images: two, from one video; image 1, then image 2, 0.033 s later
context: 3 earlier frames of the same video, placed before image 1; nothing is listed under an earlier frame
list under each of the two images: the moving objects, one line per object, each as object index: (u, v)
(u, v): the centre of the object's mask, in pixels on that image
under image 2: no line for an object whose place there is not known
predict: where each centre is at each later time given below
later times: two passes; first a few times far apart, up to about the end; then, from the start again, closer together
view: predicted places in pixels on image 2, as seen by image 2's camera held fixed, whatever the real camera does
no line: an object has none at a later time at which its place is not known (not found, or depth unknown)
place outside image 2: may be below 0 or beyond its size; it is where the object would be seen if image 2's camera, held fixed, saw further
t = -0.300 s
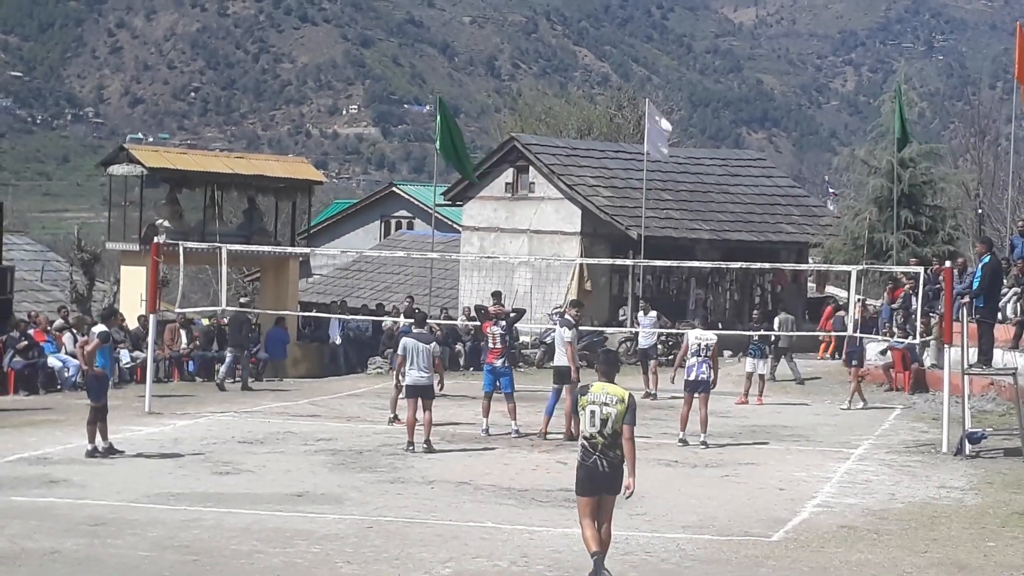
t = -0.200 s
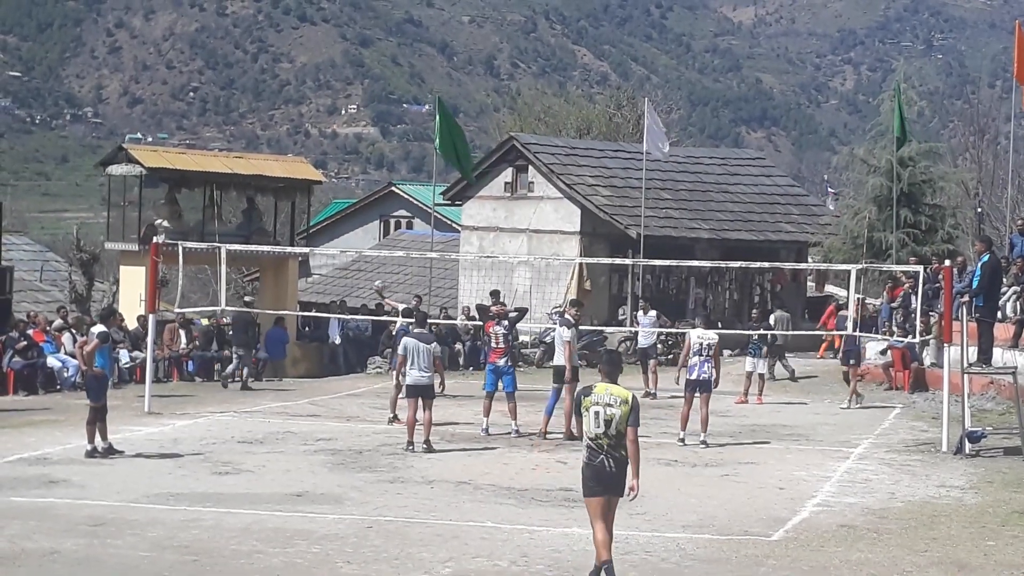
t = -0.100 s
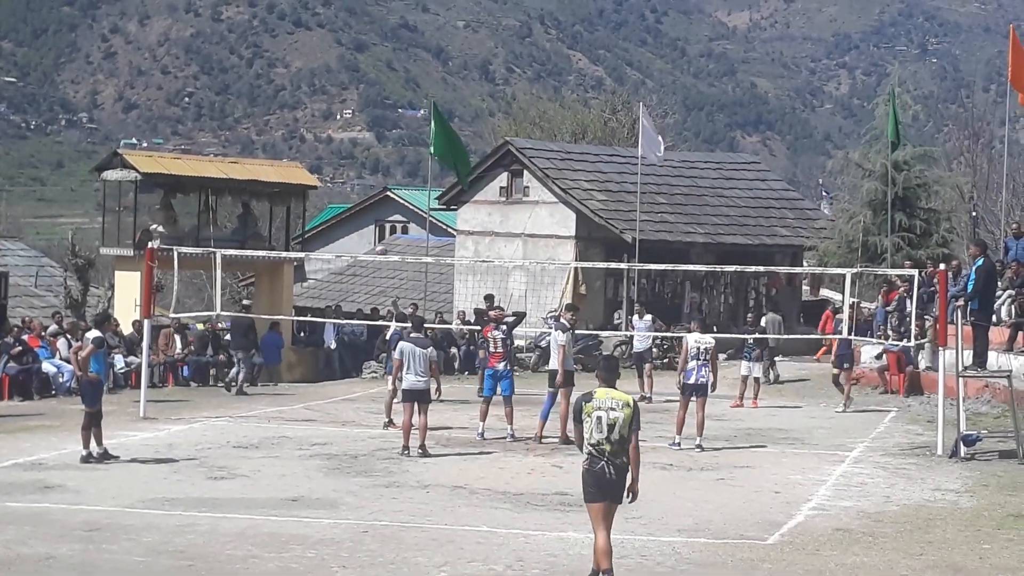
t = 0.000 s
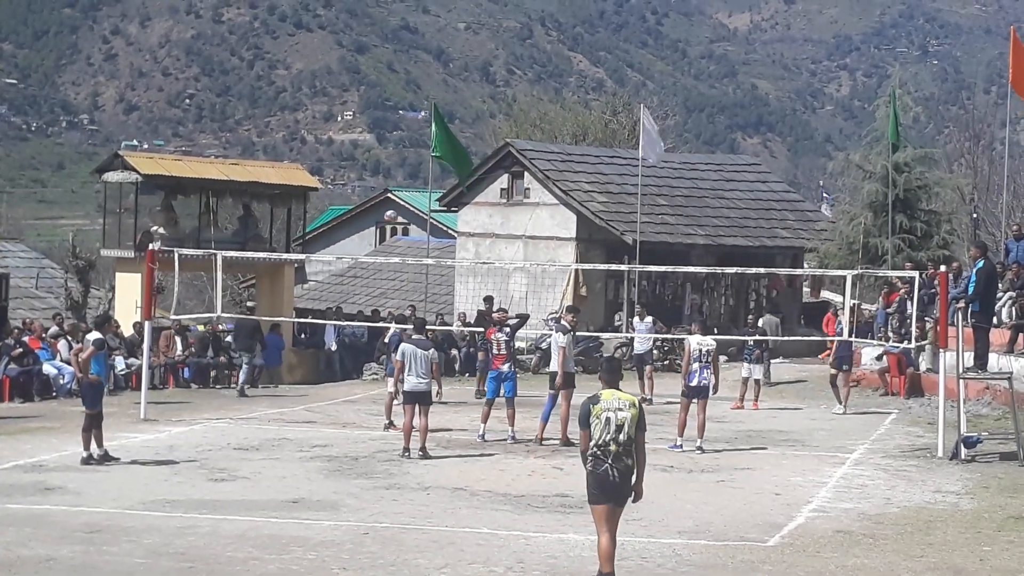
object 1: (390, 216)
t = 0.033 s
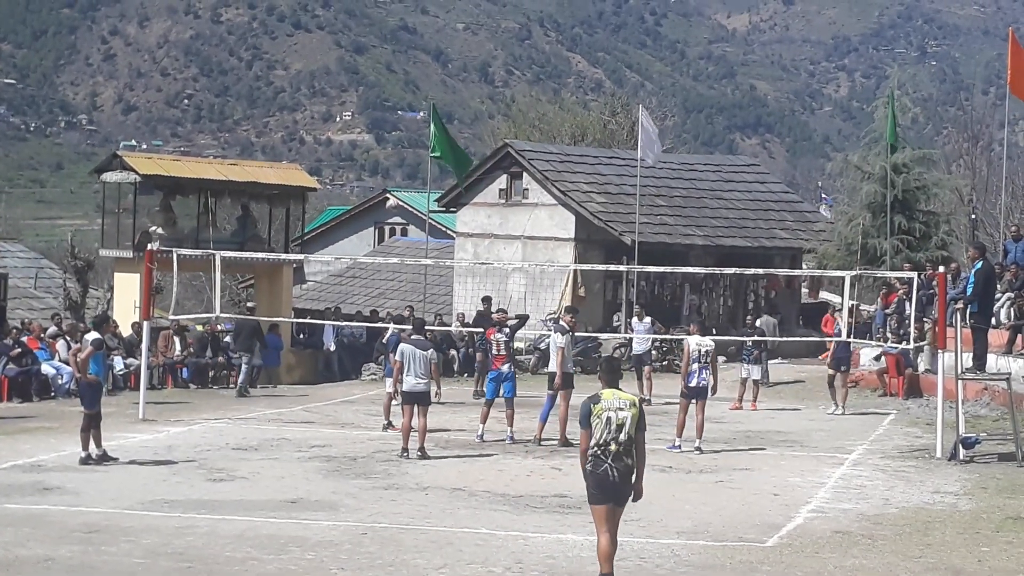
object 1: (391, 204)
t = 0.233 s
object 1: (408, 142)
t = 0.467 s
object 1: (425, 87)
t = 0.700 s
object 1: (439, 57)
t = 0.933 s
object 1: (454, 62)
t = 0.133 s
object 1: (400, 172)
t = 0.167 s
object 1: (403, 161)
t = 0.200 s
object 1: (405, 151)
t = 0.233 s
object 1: (408, 142)
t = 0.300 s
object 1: (414, 122)
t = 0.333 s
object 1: (415, 114)
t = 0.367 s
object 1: (419, 108)
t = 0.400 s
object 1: (421, 100)
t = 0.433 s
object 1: (423, 93)
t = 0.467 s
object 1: (425, 87)
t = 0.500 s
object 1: (427, 80)
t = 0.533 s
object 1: (430, 74)
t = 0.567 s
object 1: (432, 70)
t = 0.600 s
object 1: (434, 66)
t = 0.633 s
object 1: (436, 62)
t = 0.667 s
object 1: (439, 60)
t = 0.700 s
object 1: (439, 57)
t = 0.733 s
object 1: (442, 56)
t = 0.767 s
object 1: (444, 55)
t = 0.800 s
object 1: (446, 55)
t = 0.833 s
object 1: (448, 56)
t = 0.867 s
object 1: (449, 57)
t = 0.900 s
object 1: (452, 59)
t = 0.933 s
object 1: (454, 62)
